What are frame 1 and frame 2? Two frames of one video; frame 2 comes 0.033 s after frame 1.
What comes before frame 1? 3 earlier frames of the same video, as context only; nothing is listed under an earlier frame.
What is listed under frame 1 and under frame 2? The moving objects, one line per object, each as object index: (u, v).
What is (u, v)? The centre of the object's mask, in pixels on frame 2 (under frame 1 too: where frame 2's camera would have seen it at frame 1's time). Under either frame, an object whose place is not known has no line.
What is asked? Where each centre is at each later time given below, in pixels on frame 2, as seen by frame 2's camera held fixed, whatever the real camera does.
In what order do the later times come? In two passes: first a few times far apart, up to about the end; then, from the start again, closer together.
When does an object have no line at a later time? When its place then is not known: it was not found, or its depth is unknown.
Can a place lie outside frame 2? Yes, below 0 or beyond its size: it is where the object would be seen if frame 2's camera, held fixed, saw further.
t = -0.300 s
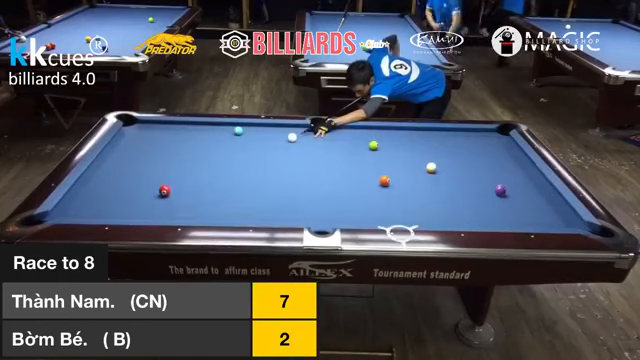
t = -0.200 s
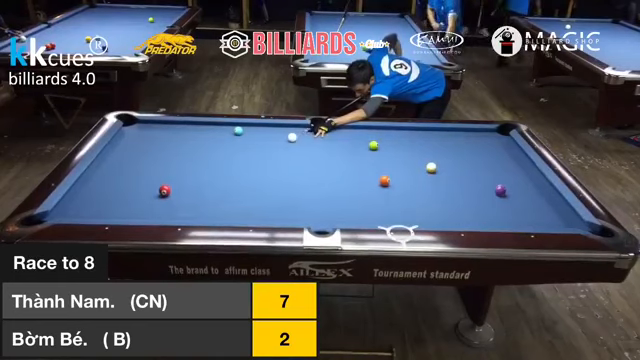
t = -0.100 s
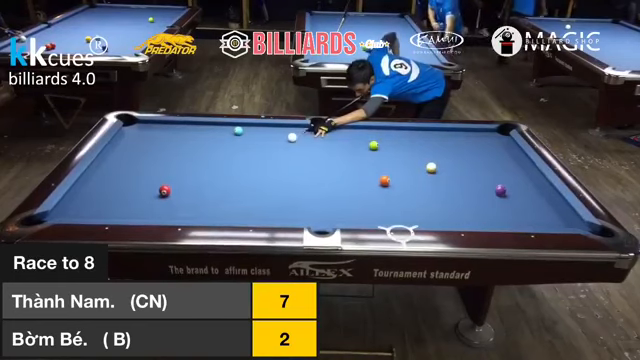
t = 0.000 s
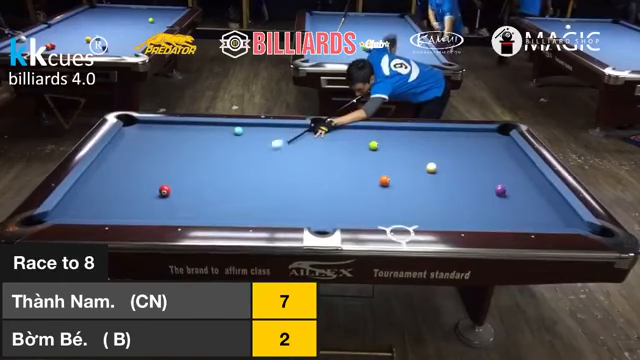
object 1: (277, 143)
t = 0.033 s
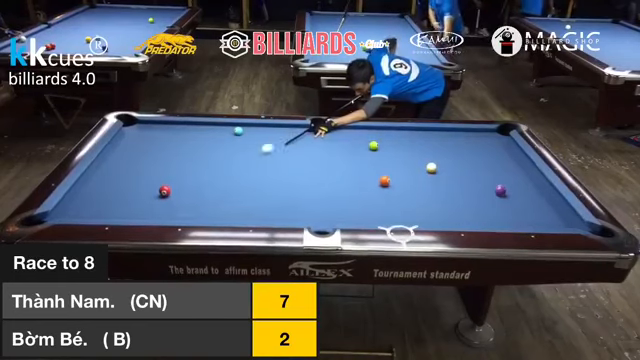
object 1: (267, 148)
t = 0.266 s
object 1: (195, 179)
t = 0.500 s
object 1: (180, 198)
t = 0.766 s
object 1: (184, 212)
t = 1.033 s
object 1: (196, 214)
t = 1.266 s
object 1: (210, 209)
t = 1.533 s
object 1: (225, 203)
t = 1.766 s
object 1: (237, 198)
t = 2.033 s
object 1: (248, 193)
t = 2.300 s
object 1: (259, 189)
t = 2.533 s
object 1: (267, 185)
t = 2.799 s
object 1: (275, 182)
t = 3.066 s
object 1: (283, 179)
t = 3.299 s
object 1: (289, 176)
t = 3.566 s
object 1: (295, 174)
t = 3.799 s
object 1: (299, 172)
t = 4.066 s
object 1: (304, 171)
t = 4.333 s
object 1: (308, 170)
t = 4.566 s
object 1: (311, 169)
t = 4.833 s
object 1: (313, 168)
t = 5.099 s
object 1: (314, 168)
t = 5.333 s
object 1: (314, 168)
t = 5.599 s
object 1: (314, 168)
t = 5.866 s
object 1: (314, 168)
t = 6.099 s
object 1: (315, 168)
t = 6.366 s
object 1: (315, 168)
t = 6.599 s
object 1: (315, 168)
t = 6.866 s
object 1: (315, 168)
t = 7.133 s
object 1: (314, 167)
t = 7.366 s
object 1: (314, 167)
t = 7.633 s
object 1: (314, 168)
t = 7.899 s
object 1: (314, 168)
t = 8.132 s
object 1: (315, 168)
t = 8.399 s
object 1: (315, 168)
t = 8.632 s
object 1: (314, 168)
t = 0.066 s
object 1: (257, 152)
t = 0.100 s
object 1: (246, 156)
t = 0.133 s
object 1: (235, 161)
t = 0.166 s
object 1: (226, 166)
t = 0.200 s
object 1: (216, 170)
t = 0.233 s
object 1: (205, 175)
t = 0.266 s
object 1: (195, 179)
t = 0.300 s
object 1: (185, 184)
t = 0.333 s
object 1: (177, 188)
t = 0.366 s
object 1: (177, 191)
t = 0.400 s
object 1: (178, 193)
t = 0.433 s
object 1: (178, 194)
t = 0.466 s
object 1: (179, 196)
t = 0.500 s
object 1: (180, 198)
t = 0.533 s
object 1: (180, 199)
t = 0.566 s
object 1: (181, 201)
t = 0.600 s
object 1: (181, 203)
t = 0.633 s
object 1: (182, 205)
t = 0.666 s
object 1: (183, 207)
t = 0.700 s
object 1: (183, 209)
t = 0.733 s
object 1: (183, 210)
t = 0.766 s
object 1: (184, 212)
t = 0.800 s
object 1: (185, 213)
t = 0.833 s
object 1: (186, 215)
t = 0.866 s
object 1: (186, 216)
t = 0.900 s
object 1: (188, 217)
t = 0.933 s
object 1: (190, 216)
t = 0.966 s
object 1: (192, 215)
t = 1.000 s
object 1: (194, 214)
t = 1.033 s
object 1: (196, 214)
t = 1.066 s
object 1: (198, 214)
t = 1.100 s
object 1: (200, 213)
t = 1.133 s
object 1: (202, 213)
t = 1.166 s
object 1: (204, 212)
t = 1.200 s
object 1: (206, 211)
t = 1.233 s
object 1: (208, 210)
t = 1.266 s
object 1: (210, 209)
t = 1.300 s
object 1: (212, 209)
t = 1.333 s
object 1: (214, 208)
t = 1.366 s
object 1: (216, 207)
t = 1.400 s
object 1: (218, 206)
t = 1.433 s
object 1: (219, 205)
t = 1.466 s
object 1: (221, 204)
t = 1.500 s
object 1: (223, 204)
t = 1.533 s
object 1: (225, 203)
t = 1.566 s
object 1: (227, 202)
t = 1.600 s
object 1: (229, 201)
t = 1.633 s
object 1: (230, 201)
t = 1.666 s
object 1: (232, 200)
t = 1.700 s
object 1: (233, 200)
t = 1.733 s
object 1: (235, 199)
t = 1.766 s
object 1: (237, 198)
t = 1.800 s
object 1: (238, 198)
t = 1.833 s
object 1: (239, 197)
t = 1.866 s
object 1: (241, 196)
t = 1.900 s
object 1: (242, 196)
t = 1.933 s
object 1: (244, 195)
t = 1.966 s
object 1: (246, 194)
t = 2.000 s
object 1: (247, 194)
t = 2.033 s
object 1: (248, 193)
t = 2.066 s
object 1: (249, 192)
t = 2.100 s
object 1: (251, 192)
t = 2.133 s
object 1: (252, 191)
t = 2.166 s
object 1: (253, 191)
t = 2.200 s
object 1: (255, 190)
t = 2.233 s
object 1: (256, 190)
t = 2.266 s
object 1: (257, 189)
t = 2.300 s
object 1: (259, 189)
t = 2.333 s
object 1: (260, 188)
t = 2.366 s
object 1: (261, 188)
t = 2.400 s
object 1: (262, 187)
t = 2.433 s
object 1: (263, 186)
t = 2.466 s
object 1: (265, 186)
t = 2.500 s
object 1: (266, 186)
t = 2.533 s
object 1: (267, 185)
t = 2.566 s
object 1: (268, 185)
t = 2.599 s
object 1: (269, 185)
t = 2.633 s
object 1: (270, 184)
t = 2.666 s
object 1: (271, 183)
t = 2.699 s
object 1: (272, 183)
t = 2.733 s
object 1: (273, 182)
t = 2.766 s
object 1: (274, 182)
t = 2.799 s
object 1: (275, 182)
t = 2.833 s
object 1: (276, 181)
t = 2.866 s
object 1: (277, 181)
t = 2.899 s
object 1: (278, 181)
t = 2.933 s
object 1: (279, 180)
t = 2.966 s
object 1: (280, 180)
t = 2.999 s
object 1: (281, 179)
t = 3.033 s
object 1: (282, 179)
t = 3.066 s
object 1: (283, 179)
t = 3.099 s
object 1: (284, 178)
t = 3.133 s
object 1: (285, 178)
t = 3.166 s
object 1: (286, 178)
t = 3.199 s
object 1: (286, 178)
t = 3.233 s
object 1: (287, 177)
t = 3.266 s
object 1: (288, 177)
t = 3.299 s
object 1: (289, 176)
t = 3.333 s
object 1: (290, 176)
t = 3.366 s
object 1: (290, 176)
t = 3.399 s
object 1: (291, 175)
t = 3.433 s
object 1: (292, 175)
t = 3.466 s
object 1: (293, 175)
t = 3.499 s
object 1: (294, 175)
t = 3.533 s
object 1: (294, 174)
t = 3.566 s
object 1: (295, 174)
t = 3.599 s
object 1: (296, 174)
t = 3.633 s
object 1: (296, 173)
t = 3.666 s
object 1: (297, 173)
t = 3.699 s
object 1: (298, 173)
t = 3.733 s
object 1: (298, 173)
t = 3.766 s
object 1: (299, 173)
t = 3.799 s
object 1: (299, 172)
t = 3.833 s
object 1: (300, 172)
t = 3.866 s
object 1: (301, 172)
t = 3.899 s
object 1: (301, 172)
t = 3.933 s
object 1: (302, 172)
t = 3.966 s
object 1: (302, 171)
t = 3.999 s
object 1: (303, 171)
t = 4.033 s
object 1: (303, 171)
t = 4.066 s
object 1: (304, 171)
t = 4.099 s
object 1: (304, 171)
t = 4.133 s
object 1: (305, 171)
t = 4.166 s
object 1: (305, 171)
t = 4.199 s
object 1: (306, 171)
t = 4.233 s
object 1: (306, 170)
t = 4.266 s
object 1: (307, 170)
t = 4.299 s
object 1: (307, 170)
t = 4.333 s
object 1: (308, 170)
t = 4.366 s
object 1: (308, 170)
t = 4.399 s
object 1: (309, 170)
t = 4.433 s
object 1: (309, 170)
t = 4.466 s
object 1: (309, 170)
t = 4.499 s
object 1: (310, 170)
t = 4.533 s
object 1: (310, 169)
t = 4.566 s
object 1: (311, 169)
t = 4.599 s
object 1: (311, 169)
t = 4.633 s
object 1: (312, 169)
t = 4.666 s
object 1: (312, 169)
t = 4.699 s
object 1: (312, 169)
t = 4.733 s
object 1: (312, 168)
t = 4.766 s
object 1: (313, 168)
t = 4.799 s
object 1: (313, 168)
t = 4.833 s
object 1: (313, 168)
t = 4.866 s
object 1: (313, 168)
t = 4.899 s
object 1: (313, 168)
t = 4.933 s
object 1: (314, 168)
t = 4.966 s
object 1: (314, 168)
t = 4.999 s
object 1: (314, 168)
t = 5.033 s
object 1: (314, 168)
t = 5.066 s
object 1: (314, 168)
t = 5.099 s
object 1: (314, 168)
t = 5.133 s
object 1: (314, 168)
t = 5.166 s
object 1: (314, 168)
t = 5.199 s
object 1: (315, 168)
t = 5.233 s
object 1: (314, 168)
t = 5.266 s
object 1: (314, 168)
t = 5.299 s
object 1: (314, 168)
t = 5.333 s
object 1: (314, 168)
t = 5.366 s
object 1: (314, 167)
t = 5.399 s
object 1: (314, 168)
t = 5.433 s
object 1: (315, 168)
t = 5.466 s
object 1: (315, 168)
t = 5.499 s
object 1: (314, 168)
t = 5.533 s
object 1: (314, 168)
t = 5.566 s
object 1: (314, 168)
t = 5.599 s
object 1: (314, 168)
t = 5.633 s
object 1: (315, 168)
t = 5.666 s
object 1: (315, 168)
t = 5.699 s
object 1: (314, 168)
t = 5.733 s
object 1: (314, 168)
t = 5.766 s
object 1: (314, 168)
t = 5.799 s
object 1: (314, 168)
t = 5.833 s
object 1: (314, 168)
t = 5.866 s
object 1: (314, 168)
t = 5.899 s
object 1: (314, 168)
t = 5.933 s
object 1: (314, 168)
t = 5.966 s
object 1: (314, 168)
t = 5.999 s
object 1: (315, 168)
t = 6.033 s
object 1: (315, 168)
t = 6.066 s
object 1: (315, 168)
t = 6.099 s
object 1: (315, 168)
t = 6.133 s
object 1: (315, 168)
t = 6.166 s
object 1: (315, 168)
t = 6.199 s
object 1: (315, 168)
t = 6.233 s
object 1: (314, 167)
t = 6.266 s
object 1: (315, 167)
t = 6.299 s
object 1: (315, 168)
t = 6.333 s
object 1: (315, 168)
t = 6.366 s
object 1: (315, 168)
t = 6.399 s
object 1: (315, 168)
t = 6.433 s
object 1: (315, 168)
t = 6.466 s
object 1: (315, 168)
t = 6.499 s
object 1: (315, 168)
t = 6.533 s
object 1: (315, 168)
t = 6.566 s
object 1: (315, 168)
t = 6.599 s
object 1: (315, 168)
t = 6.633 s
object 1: (315, 168)
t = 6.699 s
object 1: (315, 168)
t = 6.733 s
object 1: (315, 168)
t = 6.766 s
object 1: (315, 168)
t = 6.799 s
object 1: (315, 167)
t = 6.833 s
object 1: (314, 167)
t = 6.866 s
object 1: (315, 168)
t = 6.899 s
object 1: (315, 168)
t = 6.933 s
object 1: (315, 168)
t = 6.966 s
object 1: (315, 168)
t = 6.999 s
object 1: (315, 168)
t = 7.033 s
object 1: (315, 168)
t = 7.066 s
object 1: (315, 168)
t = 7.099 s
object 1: (314, 168)
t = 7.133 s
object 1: (314, 167)
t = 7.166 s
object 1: (314, 167)
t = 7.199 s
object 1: (314, 167)
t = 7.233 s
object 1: (314, 167)
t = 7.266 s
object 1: (314, 167)
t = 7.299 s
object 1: (314, 167)
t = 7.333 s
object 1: (314, 167)
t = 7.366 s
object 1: (314, 167)
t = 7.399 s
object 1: (314, 168)
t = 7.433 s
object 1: (314, 168)
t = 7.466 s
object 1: (314, 168)
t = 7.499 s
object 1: (314, 168)
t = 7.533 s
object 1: (314, 168)
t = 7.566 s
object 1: (314, 168)
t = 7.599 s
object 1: (314, 168)
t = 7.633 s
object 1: (314, 168)
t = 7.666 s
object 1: (314, 168)
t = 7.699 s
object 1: (314, 167)
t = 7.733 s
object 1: (314, 167)
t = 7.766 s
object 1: (314, 167)
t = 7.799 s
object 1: (314, 167)
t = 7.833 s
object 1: (314, 167)
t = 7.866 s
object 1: (314, 168)
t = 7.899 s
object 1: (314, 168)
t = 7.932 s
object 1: (314, 168)
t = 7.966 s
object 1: (315, 168)
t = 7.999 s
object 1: (315, 168)
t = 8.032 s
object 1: (315, 168)
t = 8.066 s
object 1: (315, 168)
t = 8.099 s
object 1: (314, 168)
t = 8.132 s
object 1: (315, 168)
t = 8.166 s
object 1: (314, 168)
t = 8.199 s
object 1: (315, 168)
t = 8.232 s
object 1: (314, 168)
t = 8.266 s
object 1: (314, 168)
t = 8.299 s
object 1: (315, 168)
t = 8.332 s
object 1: (315, 168)
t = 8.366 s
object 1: (315, 168)
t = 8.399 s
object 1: (315, 168)
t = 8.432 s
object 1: (315, 168)
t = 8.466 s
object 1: (315, 168)
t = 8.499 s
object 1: (314, 168)
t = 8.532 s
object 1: (315, 168)
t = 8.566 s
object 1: (315, 168)
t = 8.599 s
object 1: (315, 168)
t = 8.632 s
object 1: (314, 168)
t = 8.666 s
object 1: (314, 168)
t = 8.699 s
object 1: (314, 167)
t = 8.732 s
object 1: (314, 167)
